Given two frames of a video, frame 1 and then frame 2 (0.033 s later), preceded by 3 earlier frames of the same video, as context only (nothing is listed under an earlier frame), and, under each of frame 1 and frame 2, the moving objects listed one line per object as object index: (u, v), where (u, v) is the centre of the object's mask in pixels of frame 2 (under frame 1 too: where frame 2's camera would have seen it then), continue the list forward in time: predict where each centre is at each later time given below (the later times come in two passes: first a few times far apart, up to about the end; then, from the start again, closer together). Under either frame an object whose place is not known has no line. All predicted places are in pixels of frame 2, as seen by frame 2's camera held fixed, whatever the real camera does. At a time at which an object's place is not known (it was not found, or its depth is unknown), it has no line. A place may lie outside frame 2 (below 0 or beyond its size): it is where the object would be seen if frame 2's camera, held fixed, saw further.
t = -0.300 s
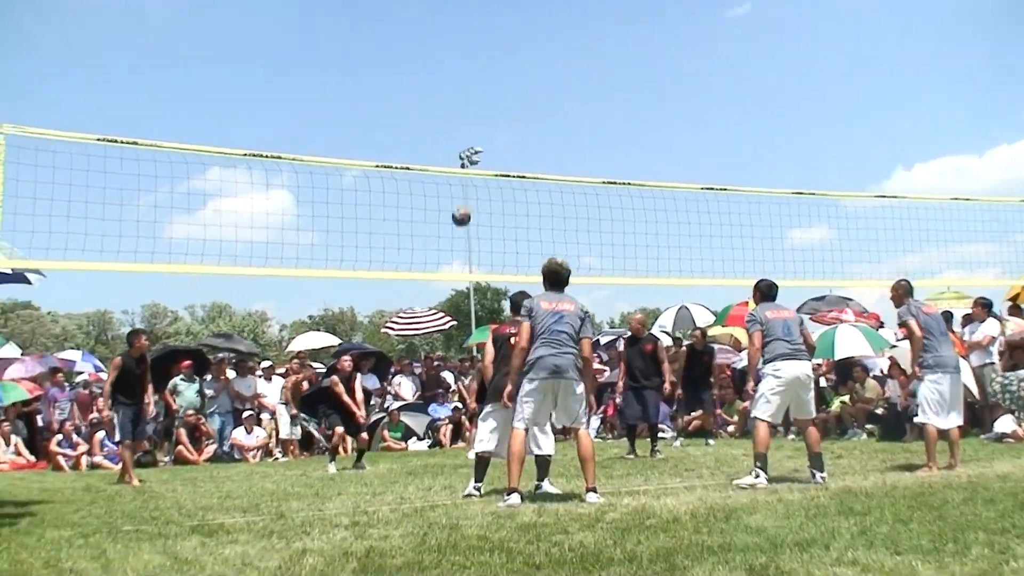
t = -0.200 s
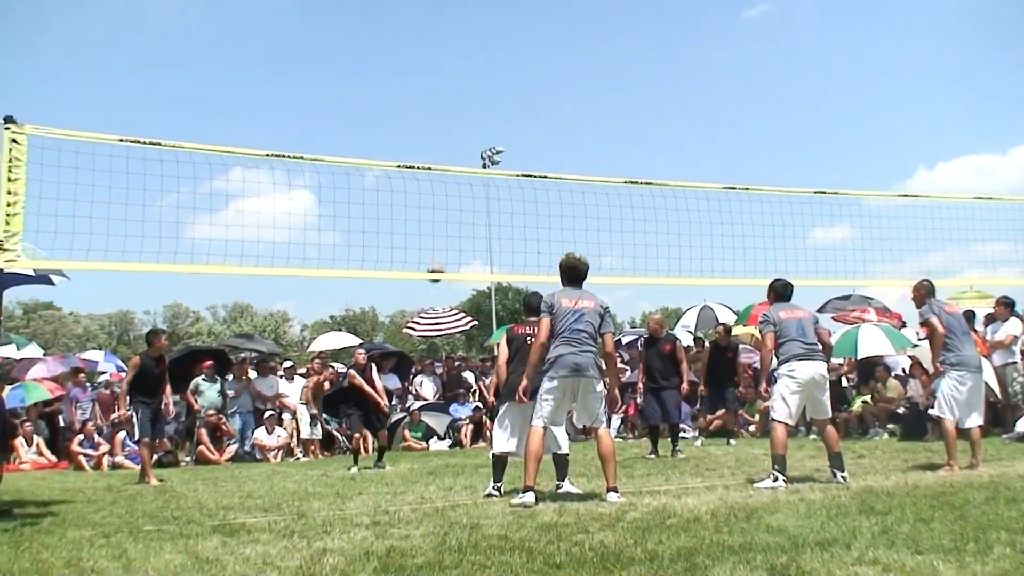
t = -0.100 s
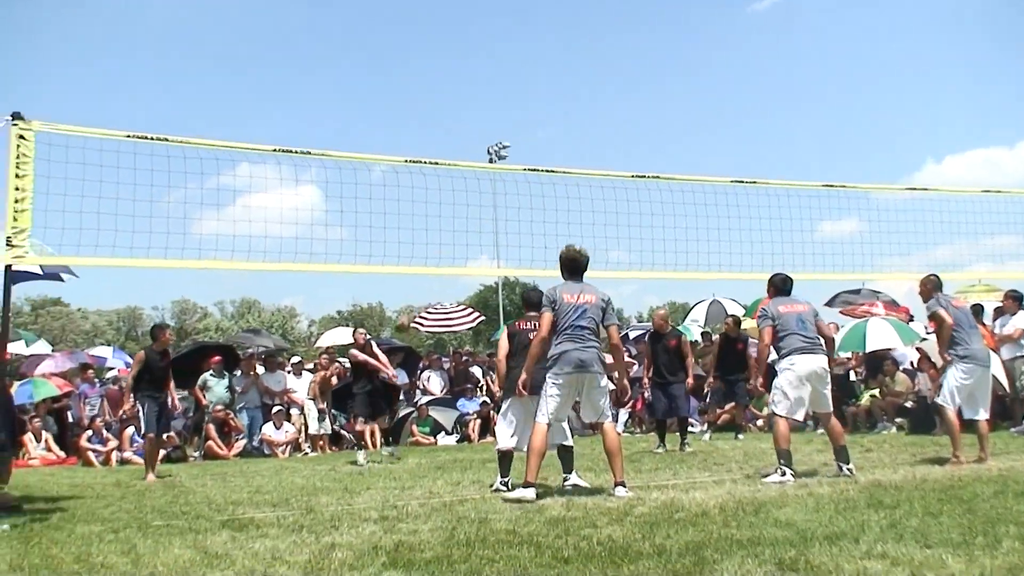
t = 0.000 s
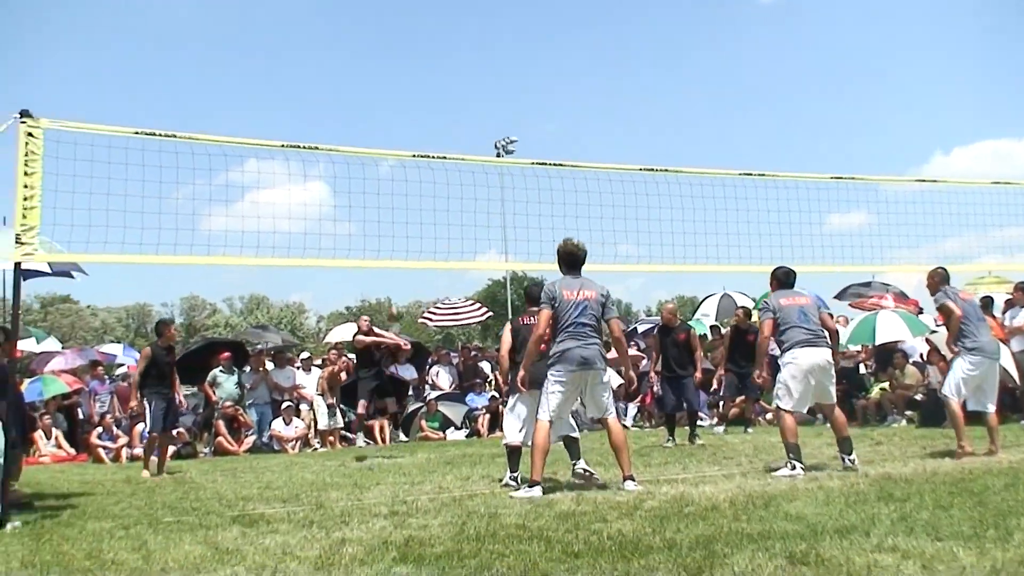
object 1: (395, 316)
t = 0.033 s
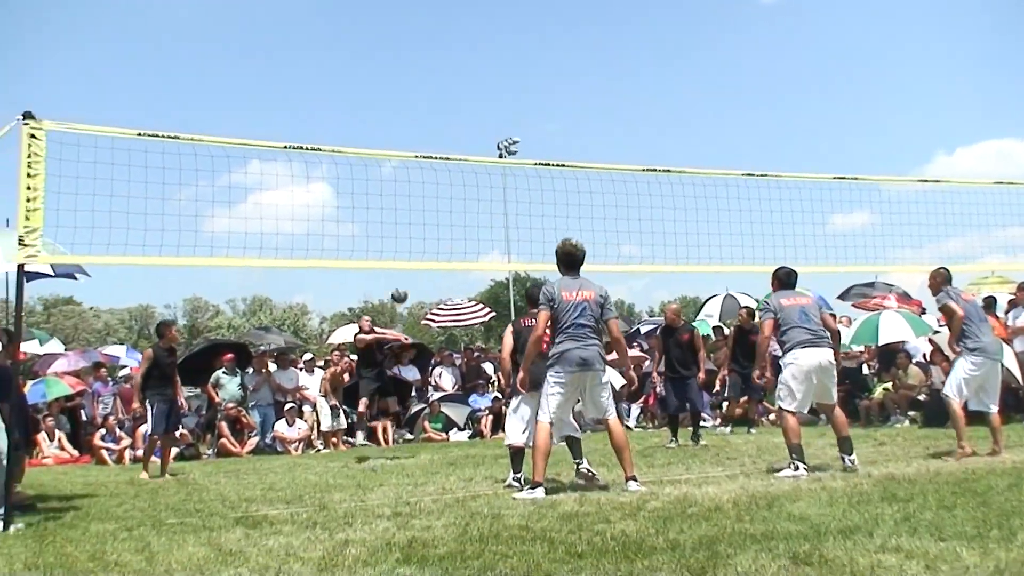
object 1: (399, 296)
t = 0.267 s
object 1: (409, 181)
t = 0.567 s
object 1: (427, 90)
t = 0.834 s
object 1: (447, 72)
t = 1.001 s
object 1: (462, 95)
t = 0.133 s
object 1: (404, 242)
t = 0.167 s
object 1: (405, 225)
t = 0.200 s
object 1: (406, 210)
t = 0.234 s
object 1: (407, 195)
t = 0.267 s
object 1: (409, 181)
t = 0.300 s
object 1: (411, 167)
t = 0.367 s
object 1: (414, 142)
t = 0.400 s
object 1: (416, 131)
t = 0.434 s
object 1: (418, 121)
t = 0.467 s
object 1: (420, 112)
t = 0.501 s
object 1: (422, 104)
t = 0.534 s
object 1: (424, 96)
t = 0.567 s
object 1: (427, 90)
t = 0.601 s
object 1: (429, 85)
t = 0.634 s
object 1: (432, 80)
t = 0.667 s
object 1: (434, 76)
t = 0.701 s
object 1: (436, 73)
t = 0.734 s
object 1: (438, 71)
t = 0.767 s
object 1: (441, 71)
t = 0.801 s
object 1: (444, 71)
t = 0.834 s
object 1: (447, 72)
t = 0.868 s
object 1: (449, 74)
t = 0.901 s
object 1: (452, 77)
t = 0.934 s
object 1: (456, 83)
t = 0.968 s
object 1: (458, 88)
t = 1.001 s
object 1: (462, 95)
